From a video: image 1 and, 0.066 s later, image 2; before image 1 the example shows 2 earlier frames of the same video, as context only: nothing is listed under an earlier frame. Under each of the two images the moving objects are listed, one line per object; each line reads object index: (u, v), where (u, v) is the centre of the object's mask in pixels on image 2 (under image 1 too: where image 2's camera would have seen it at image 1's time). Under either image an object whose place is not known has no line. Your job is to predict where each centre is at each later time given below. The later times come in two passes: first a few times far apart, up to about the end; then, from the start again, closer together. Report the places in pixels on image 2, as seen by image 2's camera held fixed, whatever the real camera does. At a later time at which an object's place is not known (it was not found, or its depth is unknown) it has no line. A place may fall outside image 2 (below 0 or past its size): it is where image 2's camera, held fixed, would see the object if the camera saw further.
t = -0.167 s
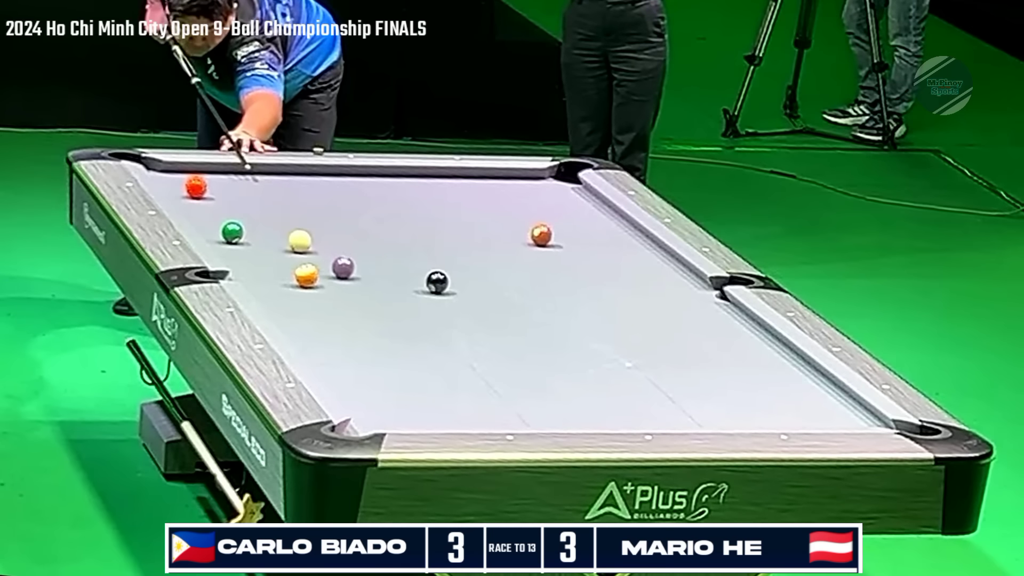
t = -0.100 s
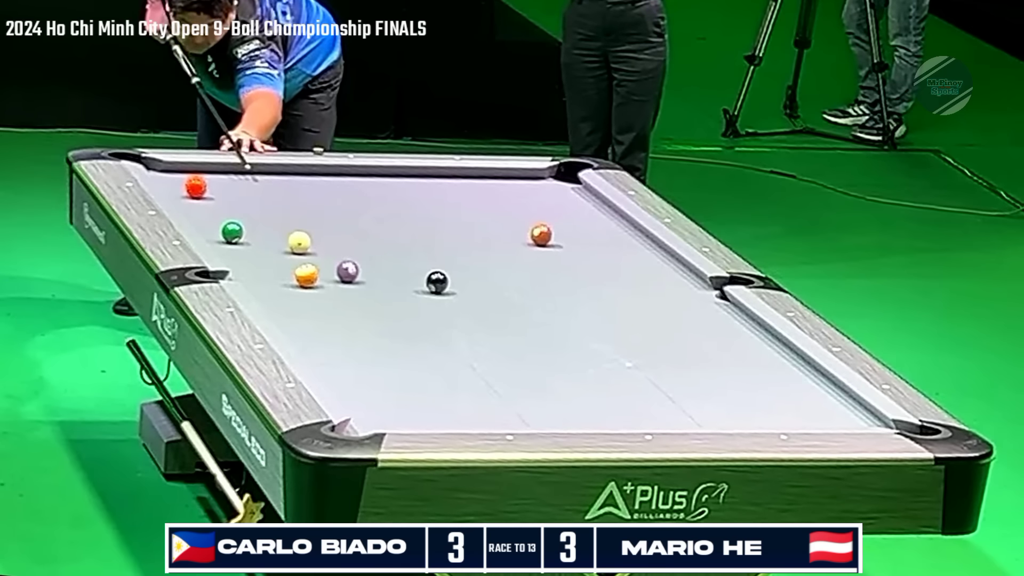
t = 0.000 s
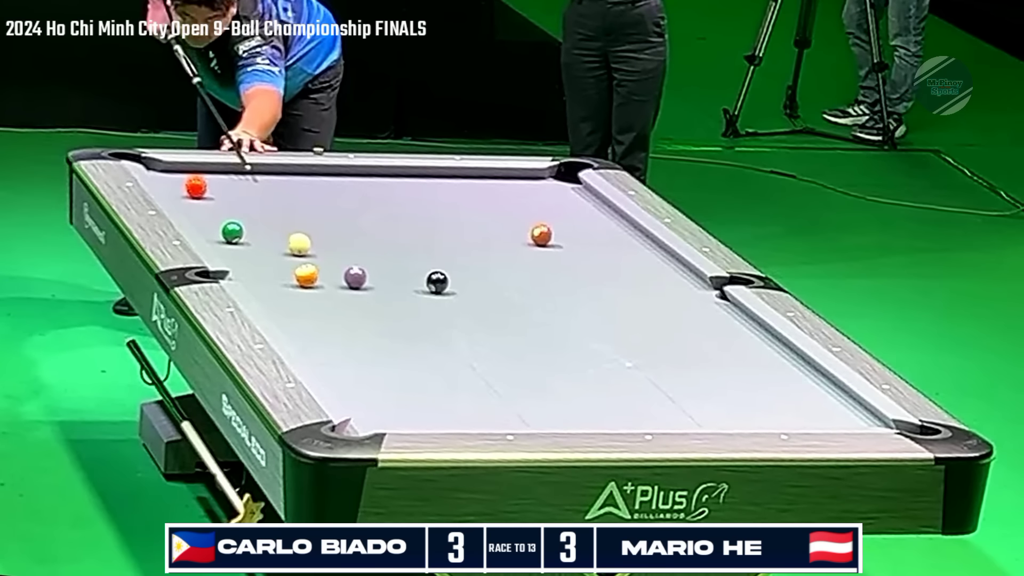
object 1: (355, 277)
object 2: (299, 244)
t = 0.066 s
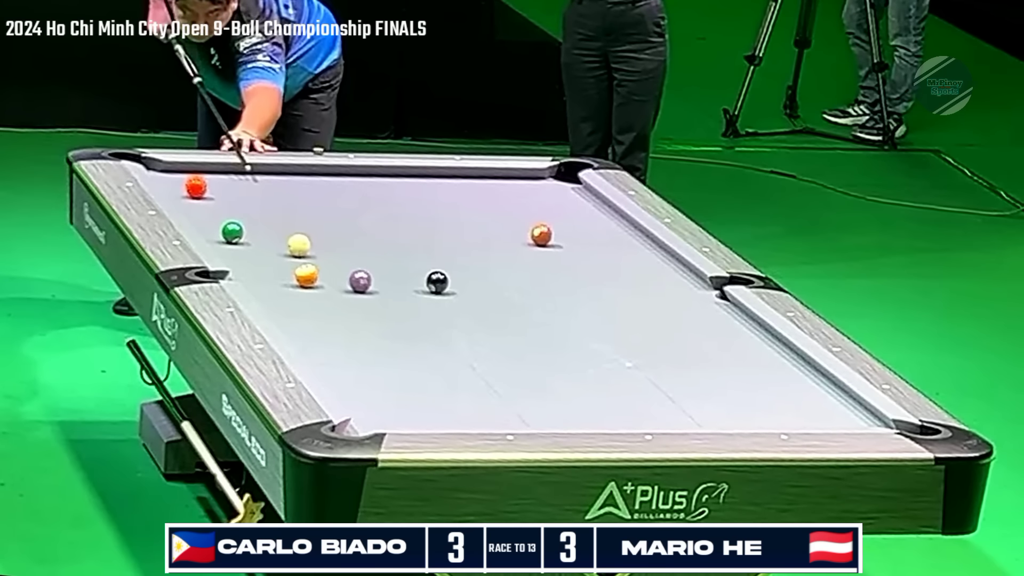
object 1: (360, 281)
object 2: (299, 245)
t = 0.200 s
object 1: (370, 289)
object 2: (298, 247)
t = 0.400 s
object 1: (384, 300)
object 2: (297, 251)
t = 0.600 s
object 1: (398, 312)
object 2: (296, 253)
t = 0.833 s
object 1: (414, 325)
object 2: (294, 256)
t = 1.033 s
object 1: (427, 336)
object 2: (293, 258)
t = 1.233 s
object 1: (441, 347)
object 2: (292, 260)
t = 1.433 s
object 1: (454, 358)
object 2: (291, 262)
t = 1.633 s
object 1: (466, 369)
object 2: (289, 263)
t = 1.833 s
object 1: (479, 379)
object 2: (288, 264)
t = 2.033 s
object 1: (491, 389)
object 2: (287, 265)
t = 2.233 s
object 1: (503, 399)
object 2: (287, 266)
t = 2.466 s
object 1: (516, 410)
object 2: (287, 266)
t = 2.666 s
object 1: (527, 417)
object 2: (287, 266)
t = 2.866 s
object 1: (539, 422)
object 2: (287, 266)
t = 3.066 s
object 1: (537, 420)
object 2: (287, 266)
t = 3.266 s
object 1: (533, 418)
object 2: (287, 266)
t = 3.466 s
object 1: (531, 416)
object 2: (287, 266)
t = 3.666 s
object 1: (527, 413)
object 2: (287, 266)
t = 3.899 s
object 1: (523, 410)
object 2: (287, 266)
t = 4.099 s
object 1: (521, 408)
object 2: (287, 266)
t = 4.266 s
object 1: (519, 406)
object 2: (287, 266)
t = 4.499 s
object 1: (516, 404)
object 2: (287, 266)
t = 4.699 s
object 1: (515, 403)
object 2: (287, 266)
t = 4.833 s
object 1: (515, 403)
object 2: (287, 266)
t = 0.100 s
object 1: (362, 283)
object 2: (298, 246)
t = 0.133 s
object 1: (365, 285)
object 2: (298, 246)
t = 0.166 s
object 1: (367, 286)
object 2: (298, 247)
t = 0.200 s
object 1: (370, 289)
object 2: (298, 247)
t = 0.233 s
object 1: (372, 291)
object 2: (298, 248)
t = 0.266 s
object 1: (374, 293)
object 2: (298, 248)
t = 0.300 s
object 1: (377, 295)
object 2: (297, 249)
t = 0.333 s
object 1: (379, 296)
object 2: (297, 249)
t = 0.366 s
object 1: (381, 298)
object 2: (297, 250)
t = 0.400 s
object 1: (384, 300)
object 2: (297, 251)
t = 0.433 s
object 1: (386, 302)
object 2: (297, 251)
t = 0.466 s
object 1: (389, 304)
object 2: (297, 251)
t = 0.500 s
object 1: (391, 306)
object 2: (297, 252)
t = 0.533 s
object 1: (393, 308)
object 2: (296, 252)
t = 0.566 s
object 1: (396, 310)
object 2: (296, 253)
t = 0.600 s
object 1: (398, 312)
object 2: (296, 253)
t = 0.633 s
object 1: (400, 314)
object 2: (295, 254)
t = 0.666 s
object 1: (403, 316)
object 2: (295, 254)
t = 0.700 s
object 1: (405, 318)
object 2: (295, 255)
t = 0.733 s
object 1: (407, 320)
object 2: (295, 255)
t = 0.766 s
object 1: (410, 321)
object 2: (295, 255)
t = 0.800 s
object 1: (412, 324)
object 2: (295, 256)
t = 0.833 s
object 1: (414, 325)
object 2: (294, 256)
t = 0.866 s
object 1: (416, 327)
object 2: (294, 257)
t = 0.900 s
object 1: (418, 329)
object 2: (293, 257)
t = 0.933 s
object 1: (421, 331)
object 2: (293, 257)
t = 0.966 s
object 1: (423, 333)
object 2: (293, 258)
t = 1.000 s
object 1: (425, 335)
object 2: (293, 258)
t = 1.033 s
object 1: (427, 336)
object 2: (293, 258)
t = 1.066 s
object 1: (430, 338)
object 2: (293, 259)
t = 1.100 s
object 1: (432, 340)
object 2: (292, 259)
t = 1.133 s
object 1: (434, 342)
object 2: (292, 259)
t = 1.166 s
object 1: (436, 344)
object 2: (292, 259)
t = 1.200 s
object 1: (439, 345)
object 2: (292, 260)
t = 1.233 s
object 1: (441, 347)
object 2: (292, 260)
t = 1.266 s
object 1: (443, 349)
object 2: (292, 260)
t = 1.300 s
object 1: (445, 351)
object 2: (291, 260)
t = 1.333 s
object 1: (447, 353)
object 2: (291, 261)
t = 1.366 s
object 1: (449, 354)
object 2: (291, 261)
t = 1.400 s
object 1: (451, 356)
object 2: (291, 261)
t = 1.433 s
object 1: (454, 358)
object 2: (291, 262)
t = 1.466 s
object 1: (456, 360)
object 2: (290, 262)
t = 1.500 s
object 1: (458, 362)
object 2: (290, 262)
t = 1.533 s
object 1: (460, 363)
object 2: (290, 262)
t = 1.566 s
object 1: (462, 365)
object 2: (290, 262)
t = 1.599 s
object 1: (464, 367)
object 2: (289, 263)
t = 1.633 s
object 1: (466, 369)
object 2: (289, 263)
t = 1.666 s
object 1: (468, 370)
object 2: (289, 263)
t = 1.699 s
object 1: (470, 372)
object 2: (289, 263)
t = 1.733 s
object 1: (473, 374)
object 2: (289, 263)
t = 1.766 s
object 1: (475, 376)
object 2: (289, 263)
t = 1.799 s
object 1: (477, 377)
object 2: (289, 264)
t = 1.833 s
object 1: (479, 379)
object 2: (288, 264)
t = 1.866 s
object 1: (481, 381)
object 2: (288, 264)
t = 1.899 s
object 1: (483, 382)
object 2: (288, 264)
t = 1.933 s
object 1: (485, 384)
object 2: (287, 265)
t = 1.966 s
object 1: (487, 385)
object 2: (287, 265)
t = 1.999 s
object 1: (489, 387)
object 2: (287, 265)
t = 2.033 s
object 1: (491, 389)
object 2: (287, 265)
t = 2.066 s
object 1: (493, 390)
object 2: (287, 265)
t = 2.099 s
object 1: (495, 392)
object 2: (287, 266)
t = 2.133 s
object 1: (497, 394)
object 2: (287, 266)
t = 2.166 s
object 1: (499, 396)
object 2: (287, 266)
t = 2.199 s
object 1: (501, 398)
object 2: (286, 266)
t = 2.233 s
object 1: (503, 399)
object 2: (287, 266)
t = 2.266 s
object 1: (504, 401)
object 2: (287, 266)
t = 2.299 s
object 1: (506, 403)
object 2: (287, 266)
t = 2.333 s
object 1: (508, 404)
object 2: (287, 266)
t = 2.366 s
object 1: (510, 405)
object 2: (287, 266)
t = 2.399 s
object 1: (512, 407)
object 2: (287, 266)
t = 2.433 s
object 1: (514, 408)
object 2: (287, 266)
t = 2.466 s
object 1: (516, 410)
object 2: (287, 266)
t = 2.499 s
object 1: (518, 411)
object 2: (287, 266)
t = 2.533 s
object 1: (520, 413)
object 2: (287, 266)
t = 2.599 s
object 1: (524, 415)
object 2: (287, 266)
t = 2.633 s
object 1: (526, 416)
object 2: (287, 266)
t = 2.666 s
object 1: (527, 417)
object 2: (287, 266)
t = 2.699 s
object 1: (529, 418)
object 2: (287, 266)
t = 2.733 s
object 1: (531, 419)
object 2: (287, 266)
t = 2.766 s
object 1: (533, 420)
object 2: (287, 266)
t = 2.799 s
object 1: (535, 421)
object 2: (287, 266)
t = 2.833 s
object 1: (537, 421)
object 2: (287, 266)
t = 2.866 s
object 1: (539, 422)
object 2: (287, 266)
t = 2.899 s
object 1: (539, 422)
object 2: (287, 266)
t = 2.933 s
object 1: (539, 422)
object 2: (287, 266)
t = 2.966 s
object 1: (538, 422)
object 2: (287, 266)
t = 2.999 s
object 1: (538, 421)
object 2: (287, 266)
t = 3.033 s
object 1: (537, 421)
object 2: (287, 266)
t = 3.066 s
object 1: (537, 420)
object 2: (287, 266)
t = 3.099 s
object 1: (536, 420)
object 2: (287, 266)
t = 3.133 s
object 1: (535, 420)
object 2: (287, 266)
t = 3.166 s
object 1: (535, 419)
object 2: (287, 266)
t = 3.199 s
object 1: (535, 419)
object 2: (287, 266)
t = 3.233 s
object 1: (534, 419)
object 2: (287, 266)
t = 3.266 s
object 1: (533, 418)
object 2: (287, 266)
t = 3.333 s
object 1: (533, 418)
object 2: (287, 266)
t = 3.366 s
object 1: (532, 417)
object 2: (287, 266)
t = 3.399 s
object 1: (532, 417)
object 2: (287, 266)
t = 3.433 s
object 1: (531, 417)
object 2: (287, 266)
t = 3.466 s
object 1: (531, 416)
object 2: (287, 266)
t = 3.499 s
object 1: (530, 416)
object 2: (287, 266)
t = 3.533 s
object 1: (530, 415)
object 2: (287, 266)
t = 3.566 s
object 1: (529, 415)
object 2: (287, 266)
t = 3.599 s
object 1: (528, 414)
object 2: (287, 266)
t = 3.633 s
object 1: (528, 414)
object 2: (287, 266)
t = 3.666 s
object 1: (527, 413)
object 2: (287, 266)
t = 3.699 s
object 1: (527, 413)
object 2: (287, 266)
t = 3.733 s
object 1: (526, 412)
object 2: (287, 266)
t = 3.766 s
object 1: (526, 412)
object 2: (287, 266)
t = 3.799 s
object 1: (525, 412)
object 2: (287, 266)
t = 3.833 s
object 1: (525, 412)
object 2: (287, 266)
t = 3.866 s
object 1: (525, 411)
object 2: (287, 266)
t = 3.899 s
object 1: (523, 410)
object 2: (287, 266)
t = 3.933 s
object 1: (523, 410)
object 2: (287, 266)
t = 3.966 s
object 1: (523, 409)
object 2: (287, 266)
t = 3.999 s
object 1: (522, 409)
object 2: (287, 266)
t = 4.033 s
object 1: (522, 408)
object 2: (287, 266)
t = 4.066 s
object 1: (521, 408)
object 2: (287, 266)
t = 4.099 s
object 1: (521, 408)
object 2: (287, 266)
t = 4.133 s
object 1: (520, 407)
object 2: (287, 266)
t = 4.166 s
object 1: (520, 407)
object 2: (287, 266)
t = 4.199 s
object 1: (519, 407)
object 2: (287, 266)
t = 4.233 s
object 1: (519, 407)
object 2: (287, 266)
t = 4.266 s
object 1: (519, 406)
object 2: (287, 266)
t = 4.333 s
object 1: (518, 406)
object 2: (287, 266)
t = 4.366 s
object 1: (517, 405)
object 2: (287, 266)
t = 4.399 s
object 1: (517, 405)
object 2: (287, 266)
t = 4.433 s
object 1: (517, 405)
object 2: (287, 266)
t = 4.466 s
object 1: (516, 405)
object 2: (287, 266)
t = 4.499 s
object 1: (516, 404)
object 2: (287, 266)
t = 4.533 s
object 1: (516, 404)
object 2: (287, 266)
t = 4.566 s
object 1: (515, 404)
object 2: (287, 266)
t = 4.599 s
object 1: (515, 404)
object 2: (287, 266)
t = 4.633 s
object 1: (515, 404)
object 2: (287, 266)
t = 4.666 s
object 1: (515, 403)
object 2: (287, 266)
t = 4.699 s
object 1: (515, 403)
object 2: (287, 266)
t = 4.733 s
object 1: (515, 403)
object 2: (287, 266)
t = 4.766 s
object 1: (515, 403)
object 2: (287, 266)
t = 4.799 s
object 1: (515, 403)
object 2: (287, 266)
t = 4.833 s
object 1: (515, 403)
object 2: (287, 266)
